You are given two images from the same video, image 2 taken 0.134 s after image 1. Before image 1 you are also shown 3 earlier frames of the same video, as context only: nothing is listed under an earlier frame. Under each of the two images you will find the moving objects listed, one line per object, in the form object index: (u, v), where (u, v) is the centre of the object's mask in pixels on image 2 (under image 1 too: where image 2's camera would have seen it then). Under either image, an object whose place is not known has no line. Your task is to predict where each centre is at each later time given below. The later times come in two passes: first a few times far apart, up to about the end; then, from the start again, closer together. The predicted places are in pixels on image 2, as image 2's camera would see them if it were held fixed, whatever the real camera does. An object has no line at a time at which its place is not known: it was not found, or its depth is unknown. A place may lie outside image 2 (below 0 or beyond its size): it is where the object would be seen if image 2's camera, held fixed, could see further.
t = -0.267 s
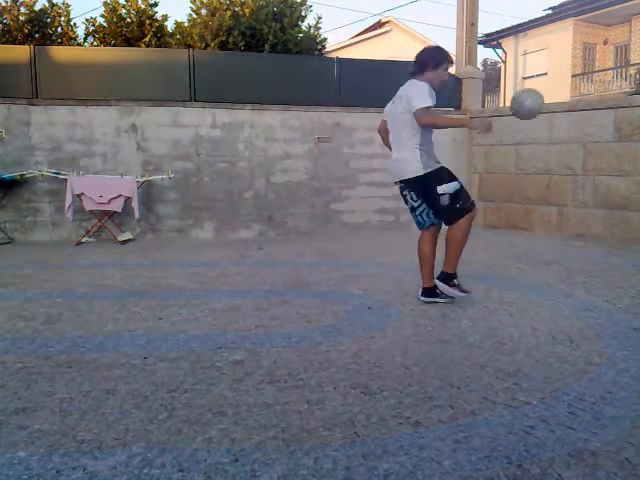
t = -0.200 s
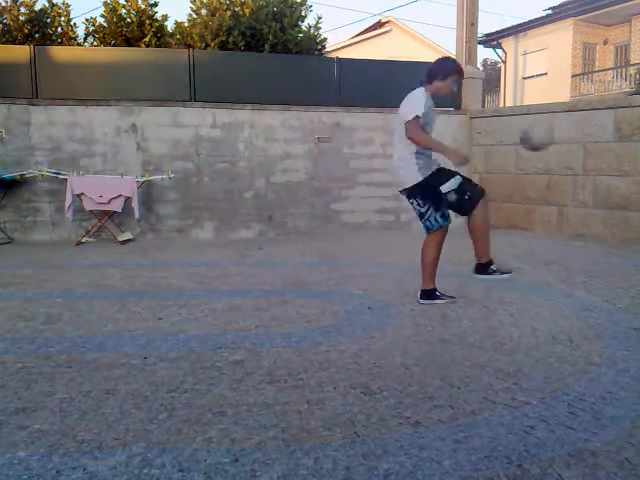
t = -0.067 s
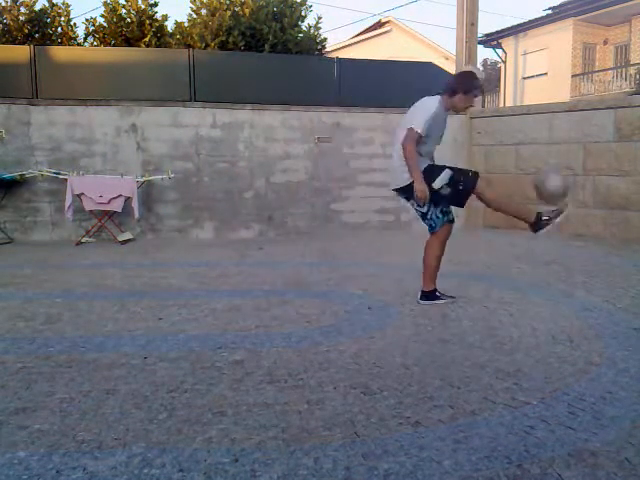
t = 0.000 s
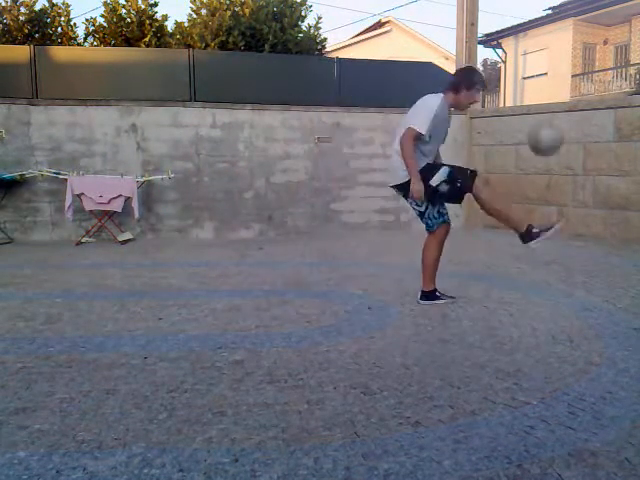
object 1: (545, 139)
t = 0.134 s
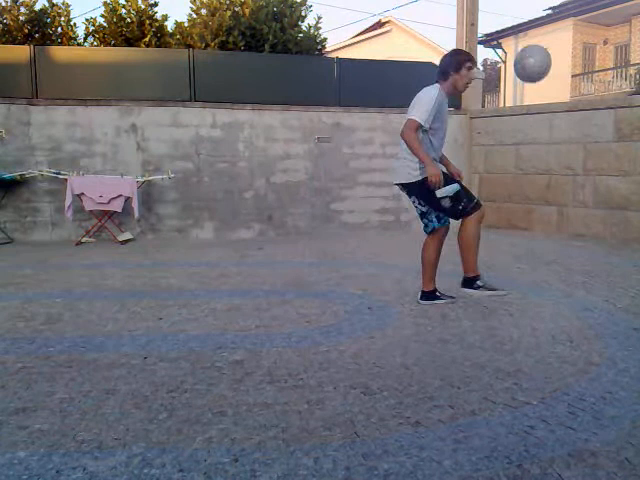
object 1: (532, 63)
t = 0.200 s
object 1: (525, 37)
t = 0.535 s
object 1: (487, 20)
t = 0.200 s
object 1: (525, 37)
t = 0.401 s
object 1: (502, 10)
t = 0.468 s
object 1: (494, 12)
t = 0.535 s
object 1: (487, 20)
